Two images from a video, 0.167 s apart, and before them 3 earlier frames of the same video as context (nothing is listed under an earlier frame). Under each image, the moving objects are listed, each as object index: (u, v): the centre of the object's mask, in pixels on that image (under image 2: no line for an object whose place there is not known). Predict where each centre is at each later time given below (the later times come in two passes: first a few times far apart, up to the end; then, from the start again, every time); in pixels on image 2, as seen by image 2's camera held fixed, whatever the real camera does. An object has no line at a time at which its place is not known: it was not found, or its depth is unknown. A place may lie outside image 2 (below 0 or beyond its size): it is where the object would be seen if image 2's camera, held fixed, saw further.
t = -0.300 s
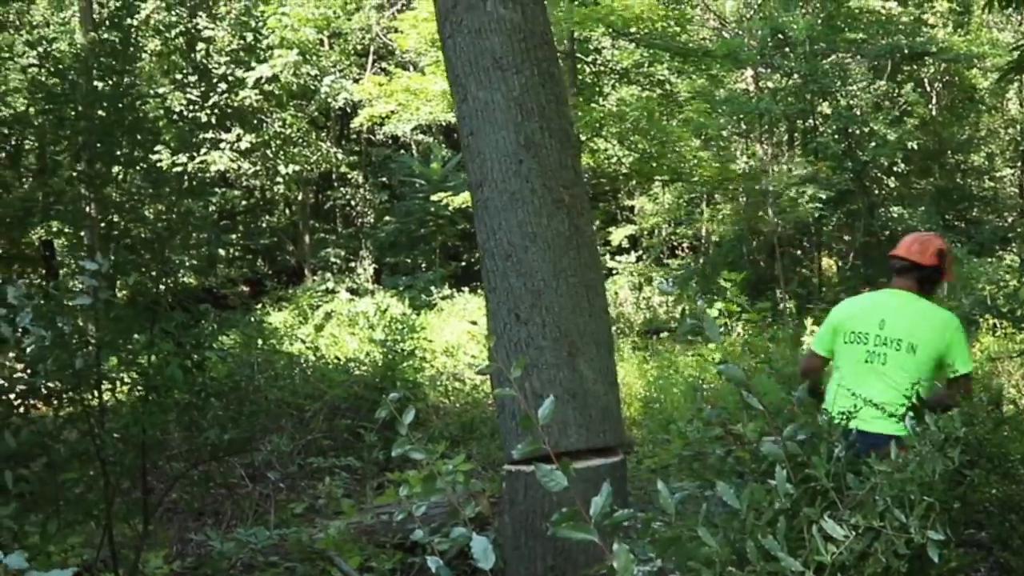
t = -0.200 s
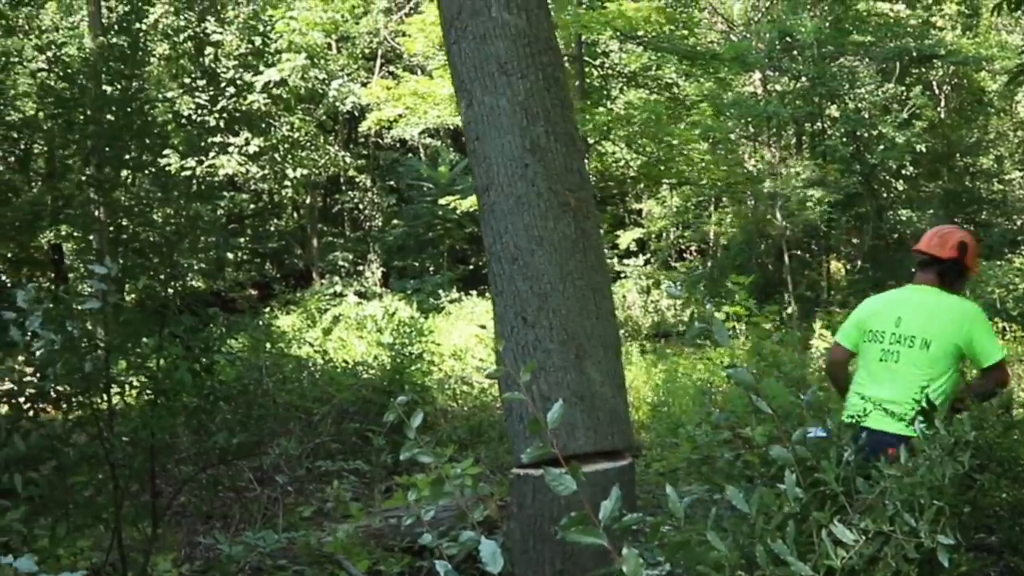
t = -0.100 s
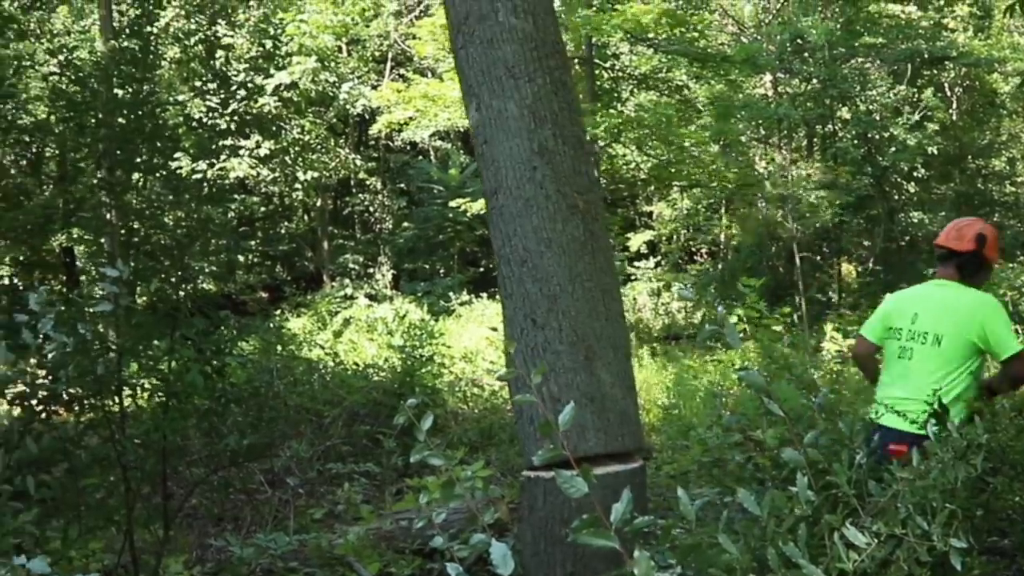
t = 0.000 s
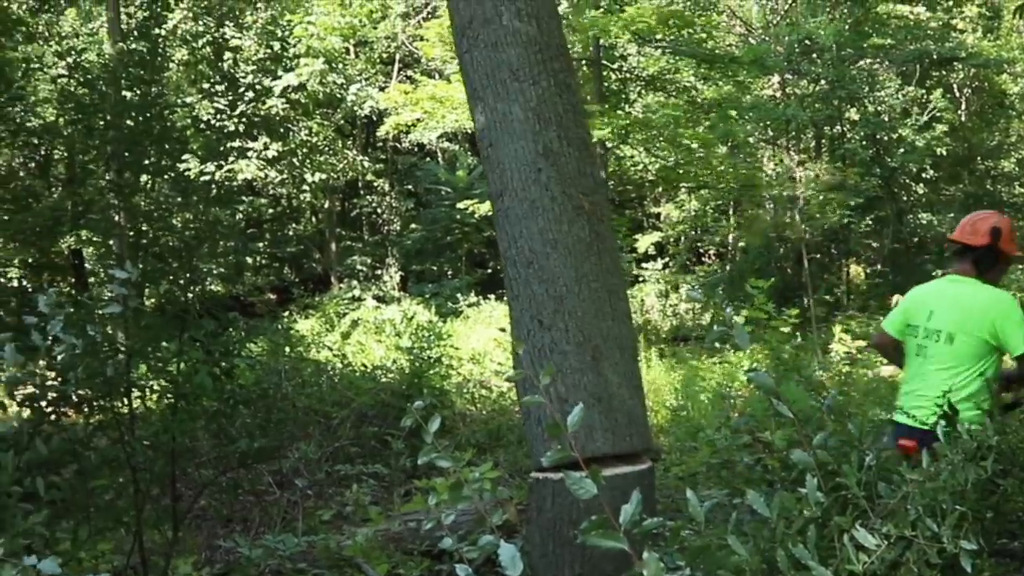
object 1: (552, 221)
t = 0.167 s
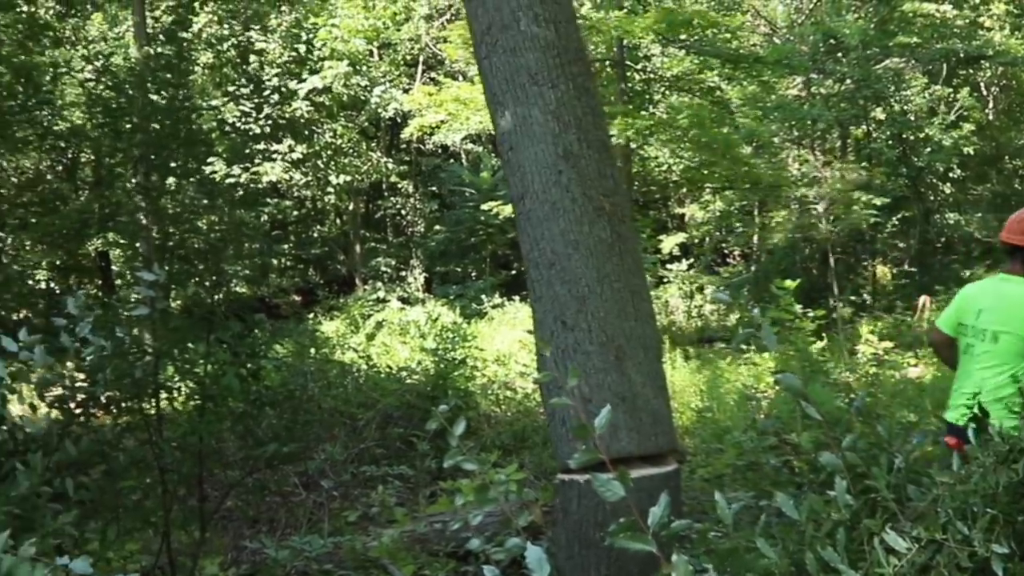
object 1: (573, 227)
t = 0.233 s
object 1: (571, 228)
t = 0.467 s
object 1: (562, 228)
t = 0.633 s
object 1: (556, 229)
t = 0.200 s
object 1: (572, 227)
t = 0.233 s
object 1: (571, 228)
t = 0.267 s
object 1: (570, 228)
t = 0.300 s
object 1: (569, 217)
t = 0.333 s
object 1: (567, 226)
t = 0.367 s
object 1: (566, 218)
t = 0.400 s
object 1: (565, 227)
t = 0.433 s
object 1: (564, 218)
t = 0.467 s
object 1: (562, 228)
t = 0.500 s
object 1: (561, 227)
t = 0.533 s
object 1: (560, 229)
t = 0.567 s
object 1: (559, 228)
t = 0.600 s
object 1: (557, 228)
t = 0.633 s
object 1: (556, 229)
